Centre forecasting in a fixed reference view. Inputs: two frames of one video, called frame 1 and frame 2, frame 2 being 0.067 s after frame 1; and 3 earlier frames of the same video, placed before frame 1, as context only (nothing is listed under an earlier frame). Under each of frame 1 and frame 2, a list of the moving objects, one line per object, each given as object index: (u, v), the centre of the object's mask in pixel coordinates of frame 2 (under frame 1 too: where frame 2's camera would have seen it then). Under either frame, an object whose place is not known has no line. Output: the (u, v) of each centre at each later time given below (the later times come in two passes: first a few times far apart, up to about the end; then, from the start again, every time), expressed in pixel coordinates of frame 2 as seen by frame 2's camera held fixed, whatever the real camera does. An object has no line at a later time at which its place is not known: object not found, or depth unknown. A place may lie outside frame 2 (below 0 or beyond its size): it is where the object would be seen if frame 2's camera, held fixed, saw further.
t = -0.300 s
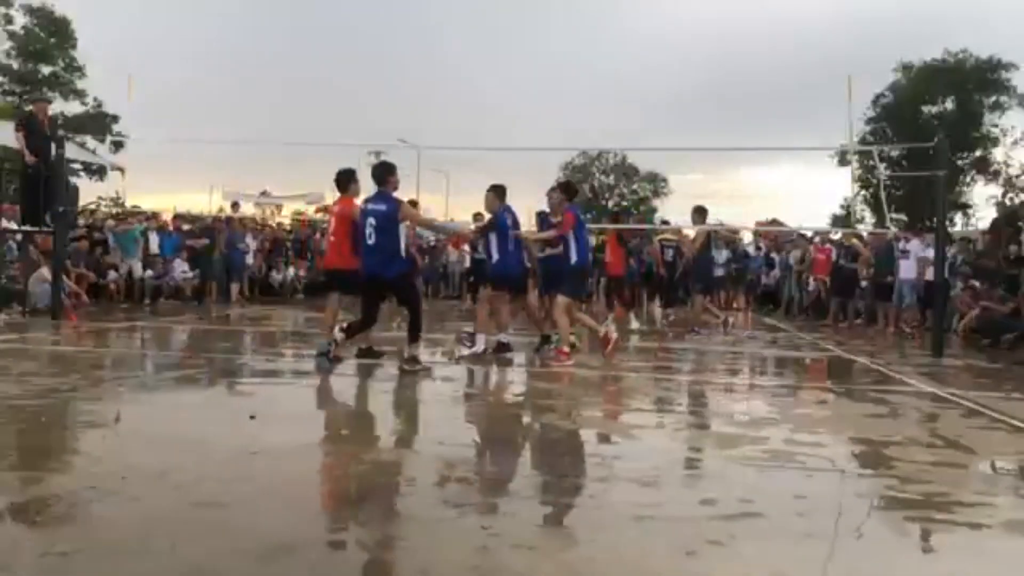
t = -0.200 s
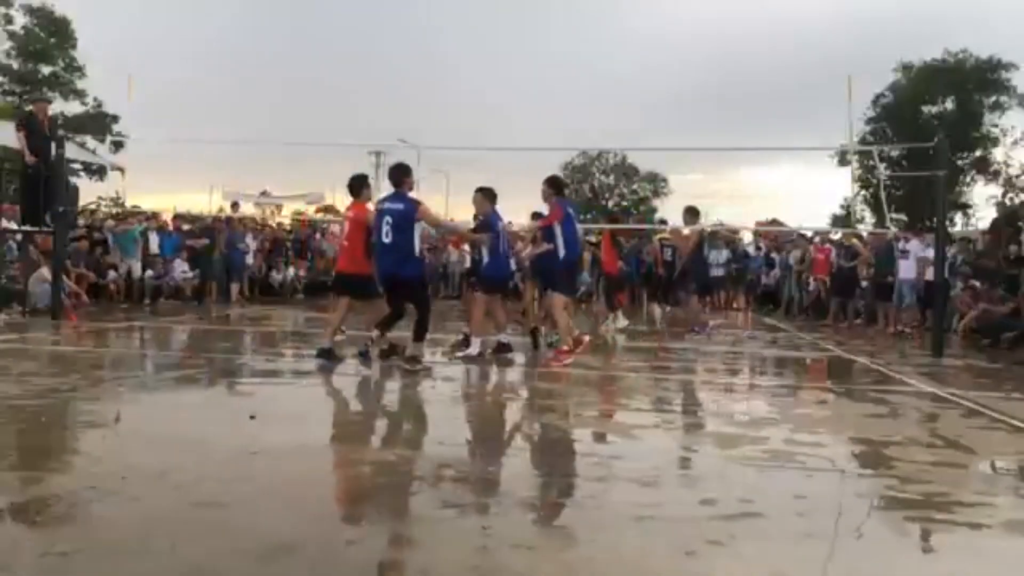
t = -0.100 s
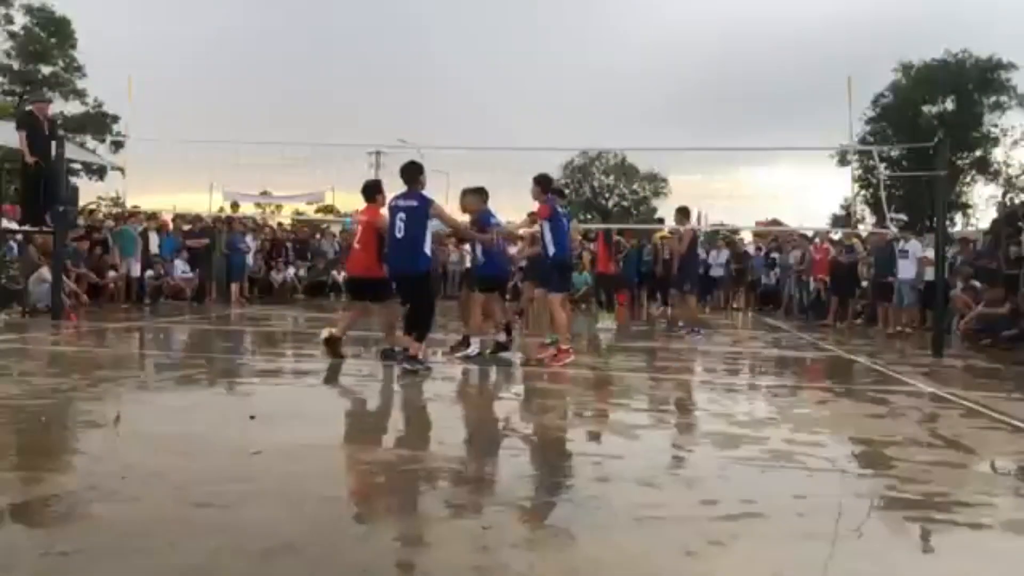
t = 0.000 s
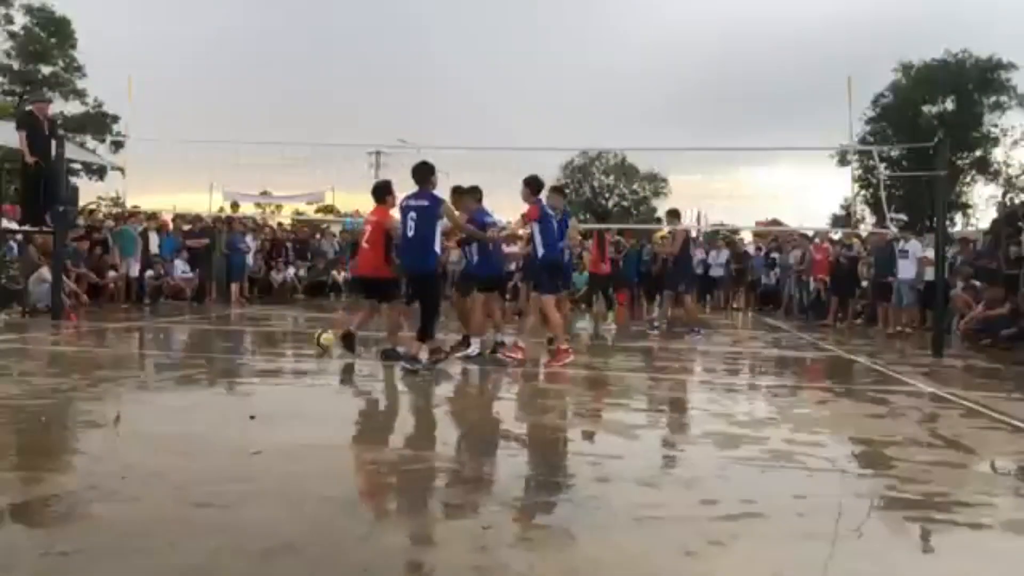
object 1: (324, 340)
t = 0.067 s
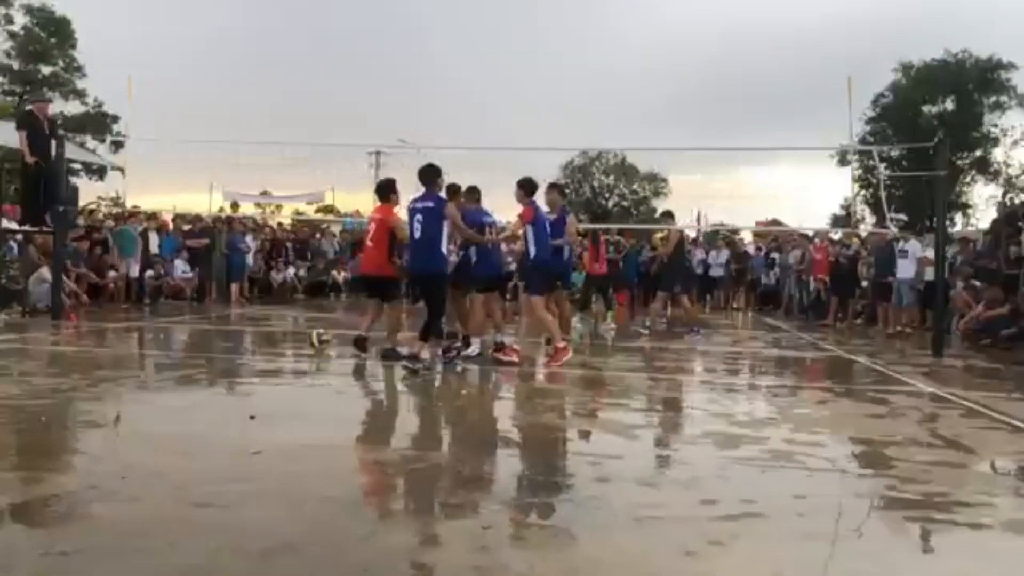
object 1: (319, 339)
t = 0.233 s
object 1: (307, 344)
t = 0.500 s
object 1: (287, 350)
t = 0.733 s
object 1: (266, 357)
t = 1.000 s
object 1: (242, 364)
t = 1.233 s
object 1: (216, 368)
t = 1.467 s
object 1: (189, 377)
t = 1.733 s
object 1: (154, 388)
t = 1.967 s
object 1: (120, 399)
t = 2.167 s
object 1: (88, 411)
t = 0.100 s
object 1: (317, 341)
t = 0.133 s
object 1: (315, 342)
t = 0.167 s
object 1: (312, 342)
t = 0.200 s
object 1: (310, 344)
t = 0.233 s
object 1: (307, 344)
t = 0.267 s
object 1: (304, 347)
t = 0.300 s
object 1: (302, 345)
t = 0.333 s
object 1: (299, 346)
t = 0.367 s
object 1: (296, 347)
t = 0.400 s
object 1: (294, 348)
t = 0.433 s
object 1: (292, 348)
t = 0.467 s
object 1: (289, 349)
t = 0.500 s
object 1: (287, 350)
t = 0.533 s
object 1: (284, 352)
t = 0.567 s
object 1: (281, 352)
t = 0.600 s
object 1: (278, 353)
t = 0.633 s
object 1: (275, 354)
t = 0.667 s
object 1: (271, 355)
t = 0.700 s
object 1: (270, 357)
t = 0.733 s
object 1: (266, 357)
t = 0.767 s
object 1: (263, 357)
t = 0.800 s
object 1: (261, 359)
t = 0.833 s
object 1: (257, 358)
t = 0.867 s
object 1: (253, 358)
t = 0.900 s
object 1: (250, 359)
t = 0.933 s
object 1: (247, 361)
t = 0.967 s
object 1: (244, 362)
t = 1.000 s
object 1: (242, 364)
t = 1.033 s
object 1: (237, 363)
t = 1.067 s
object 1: (234, 364)
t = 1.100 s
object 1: (231, 365)
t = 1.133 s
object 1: (228, 367)
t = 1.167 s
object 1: (224, 366)
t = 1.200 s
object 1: (220, 368)
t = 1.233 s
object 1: (216, 368)
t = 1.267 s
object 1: (211, 371)
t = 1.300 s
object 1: (209, 372)
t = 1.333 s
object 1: (205, 372)
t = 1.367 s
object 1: (202, 373)
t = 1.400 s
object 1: (197, 374)
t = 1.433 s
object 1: (194, 375)
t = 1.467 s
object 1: (189, 377)
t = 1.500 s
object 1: (185, 377)
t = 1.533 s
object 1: (180, 378)
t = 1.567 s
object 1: (176, 380)
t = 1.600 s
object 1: (172, 382)
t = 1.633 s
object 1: (168, 383)
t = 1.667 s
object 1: (163, 384)
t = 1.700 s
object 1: (159, 386)
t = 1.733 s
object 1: (154, 388)
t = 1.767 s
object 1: (149, 390)
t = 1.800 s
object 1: (145, 391)
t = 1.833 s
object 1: (140, 392)
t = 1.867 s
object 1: (134, 394)
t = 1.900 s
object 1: (129, 395)
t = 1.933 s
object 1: (124, 398)
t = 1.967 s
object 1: (120, 399)
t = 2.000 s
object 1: (116, 400)
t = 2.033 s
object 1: (110, 403)
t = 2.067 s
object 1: (104, 404)
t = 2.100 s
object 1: (100, 406)
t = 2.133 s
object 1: (93, 408)
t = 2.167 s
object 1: (88, 411)
